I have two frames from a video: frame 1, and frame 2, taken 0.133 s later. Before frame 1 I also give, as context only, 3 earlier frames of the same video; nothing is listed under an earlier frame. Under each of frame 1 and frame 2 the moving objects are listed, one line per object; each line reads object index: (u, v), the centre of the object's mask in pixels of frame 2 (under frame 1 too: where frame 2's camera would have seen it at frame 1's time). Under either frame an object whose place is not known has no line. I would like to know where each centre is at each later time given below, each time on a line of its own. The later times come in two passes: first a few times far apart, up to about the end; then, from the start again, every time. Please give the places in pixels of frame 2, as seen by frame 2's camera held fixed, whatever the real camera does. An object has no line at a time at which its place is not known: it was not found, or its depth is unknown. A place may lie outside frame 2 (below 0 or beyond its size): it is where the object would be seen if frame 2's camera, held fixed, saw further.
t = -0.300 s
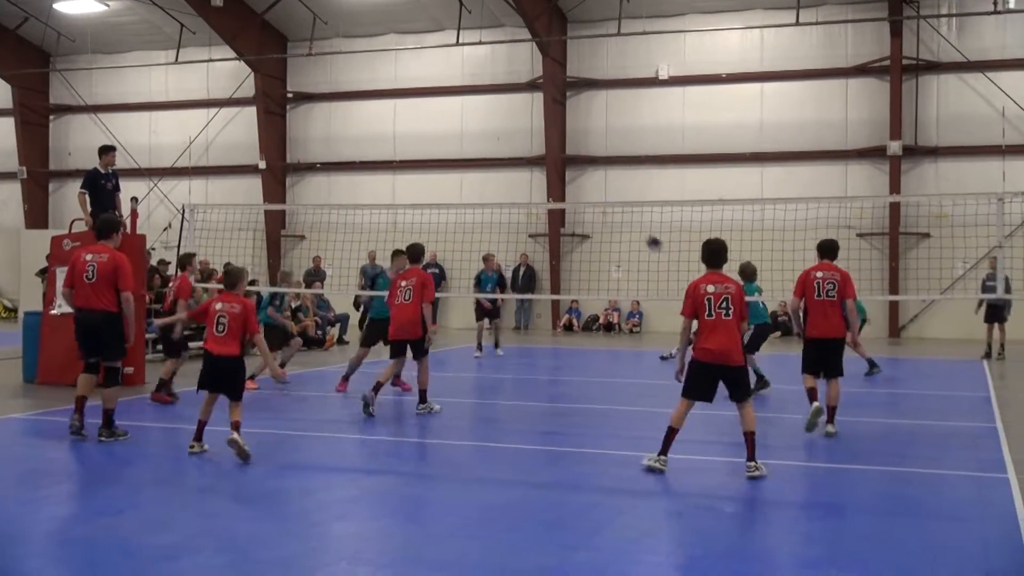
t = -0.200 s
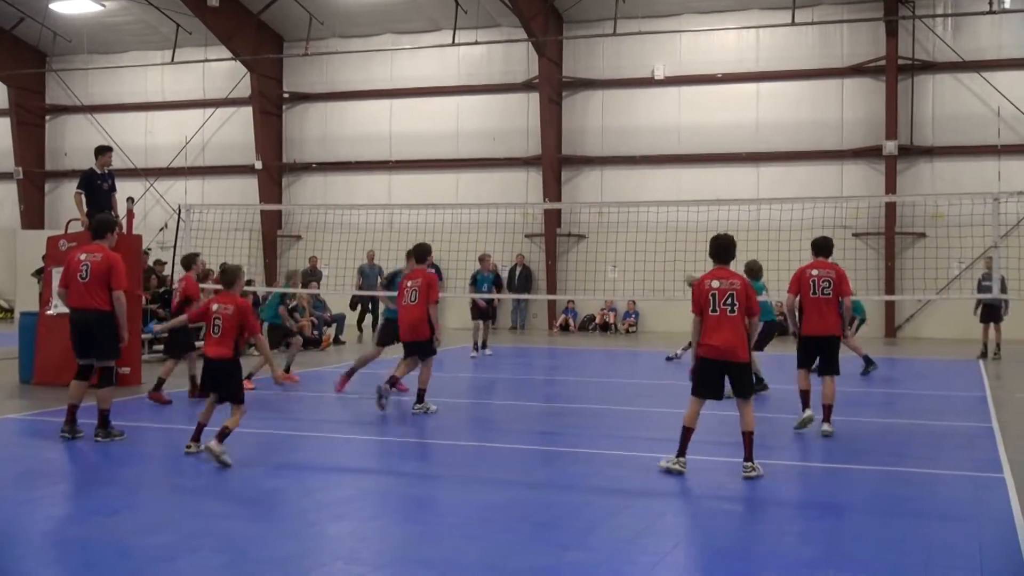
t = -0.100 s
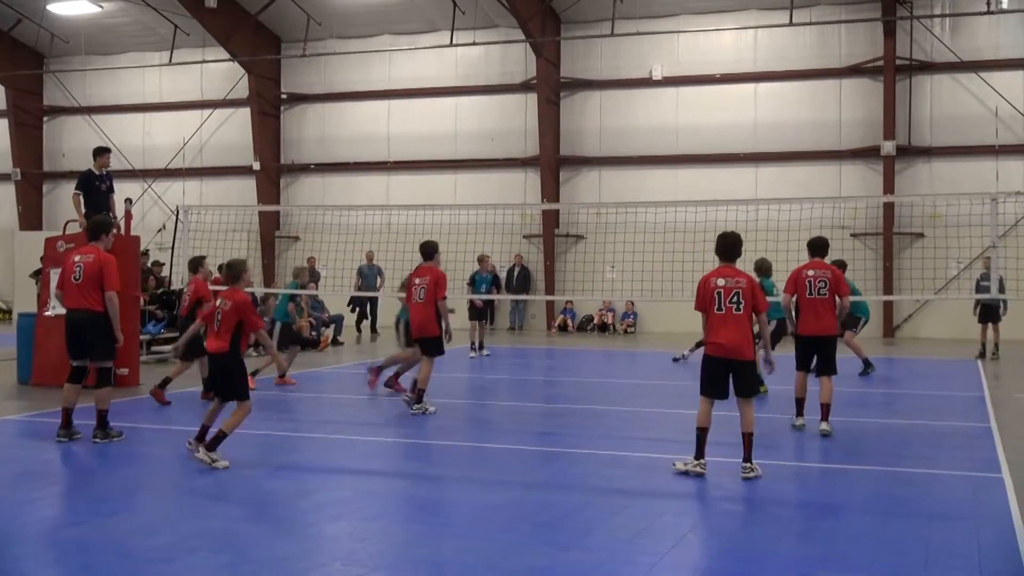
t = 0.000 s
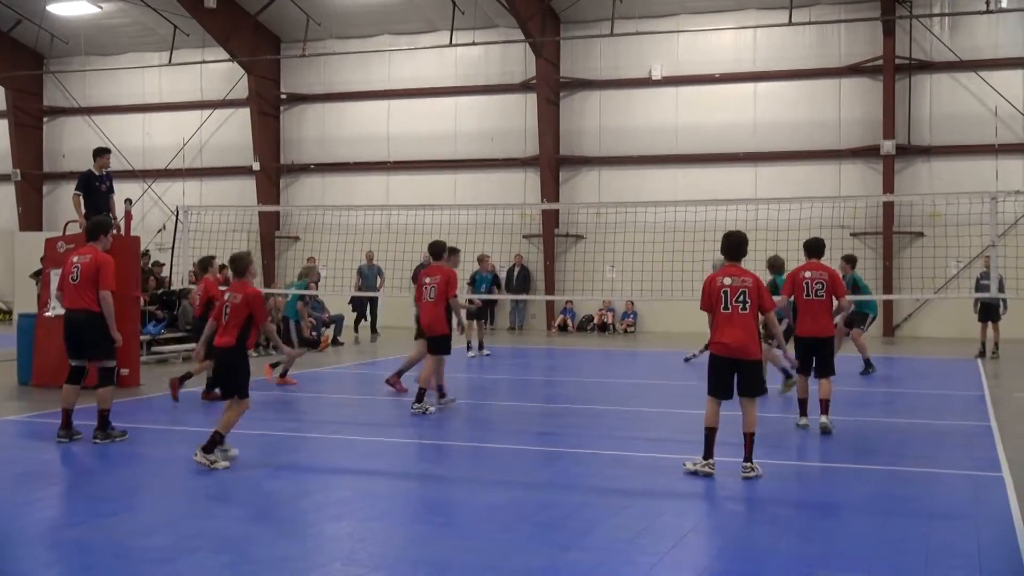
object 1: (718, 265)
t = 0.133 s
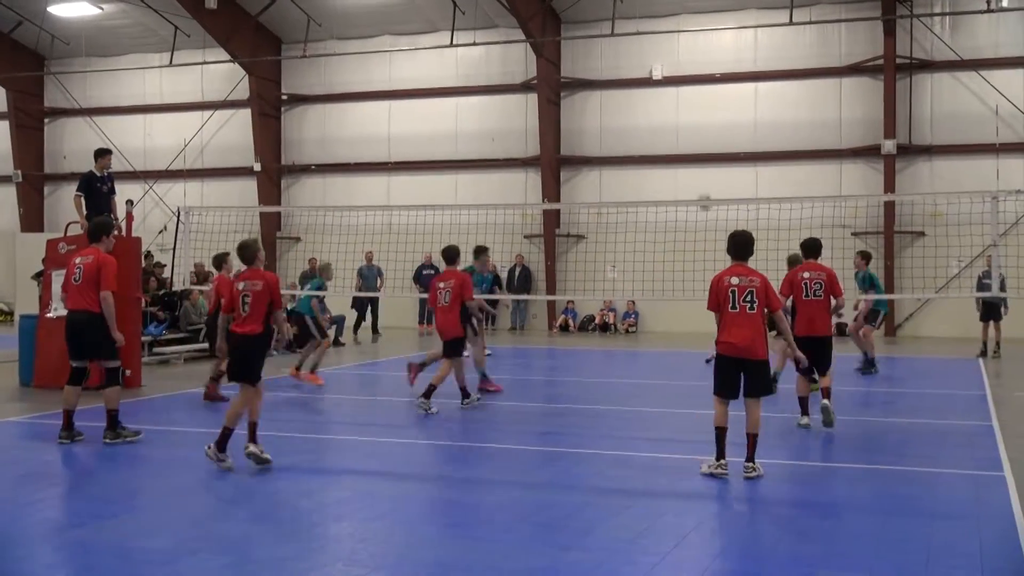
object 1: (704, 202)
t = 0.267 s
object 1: (688, 147)
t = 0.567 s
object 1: (649, 65)
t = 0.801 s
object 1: (616, 41)
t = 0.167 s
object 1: (701, 187)
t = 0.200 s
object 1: (697, 173)
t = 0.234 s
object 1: (691, 160)
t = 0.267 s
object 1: (688, 147)
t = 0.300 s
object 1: (684, 135)
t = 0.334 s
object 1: (680, 124)
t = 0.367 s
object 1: (676, 113)
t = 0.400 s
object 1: (671, 103)
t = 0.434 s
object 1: (667, 94)
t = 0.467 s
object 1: (661, 86)
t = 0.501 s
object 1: (658, 75)
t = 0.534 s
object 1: (654, 71)
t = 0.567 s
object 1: (649, 65)
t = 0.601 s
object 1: (645, 59)
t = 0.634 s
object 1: (640, 54)
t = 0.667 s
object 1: (635, 50)
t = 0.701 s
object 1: (631, 46)
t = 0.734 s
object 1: (626, 44)
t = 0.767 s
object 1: (621, 42)
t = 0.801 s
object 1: (616, 41)
